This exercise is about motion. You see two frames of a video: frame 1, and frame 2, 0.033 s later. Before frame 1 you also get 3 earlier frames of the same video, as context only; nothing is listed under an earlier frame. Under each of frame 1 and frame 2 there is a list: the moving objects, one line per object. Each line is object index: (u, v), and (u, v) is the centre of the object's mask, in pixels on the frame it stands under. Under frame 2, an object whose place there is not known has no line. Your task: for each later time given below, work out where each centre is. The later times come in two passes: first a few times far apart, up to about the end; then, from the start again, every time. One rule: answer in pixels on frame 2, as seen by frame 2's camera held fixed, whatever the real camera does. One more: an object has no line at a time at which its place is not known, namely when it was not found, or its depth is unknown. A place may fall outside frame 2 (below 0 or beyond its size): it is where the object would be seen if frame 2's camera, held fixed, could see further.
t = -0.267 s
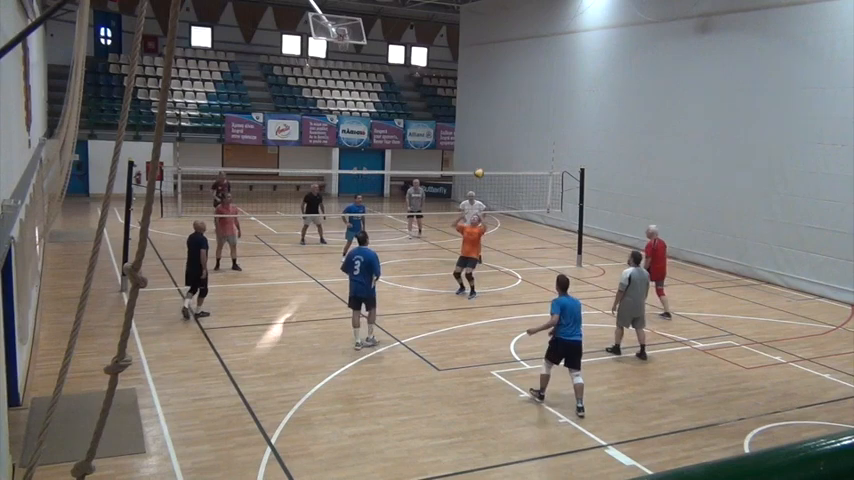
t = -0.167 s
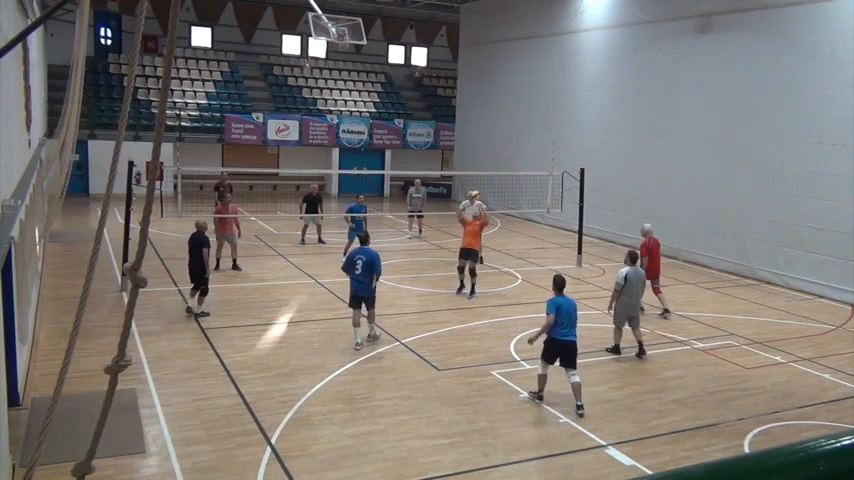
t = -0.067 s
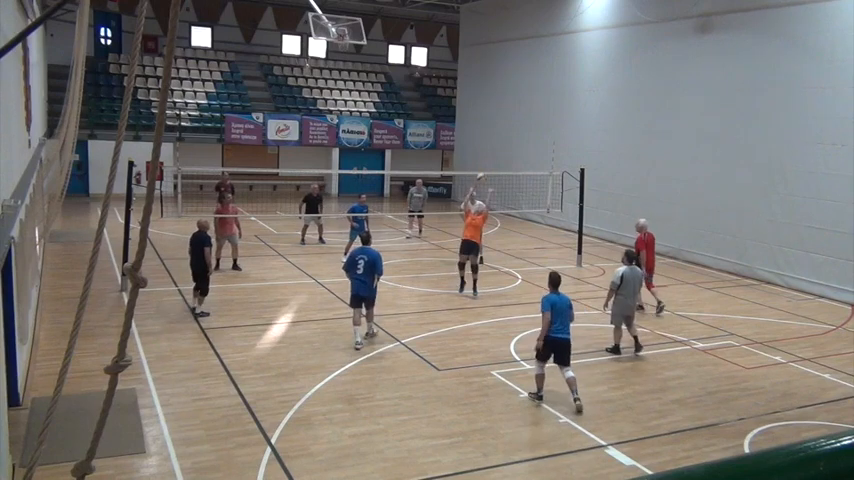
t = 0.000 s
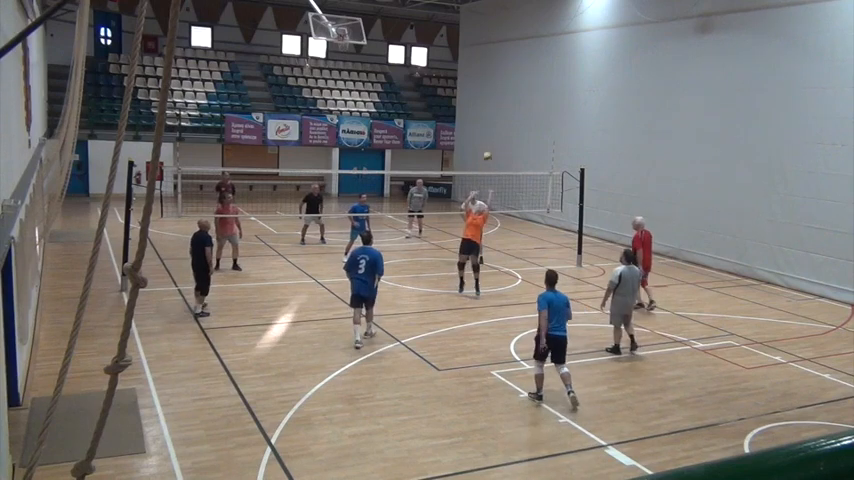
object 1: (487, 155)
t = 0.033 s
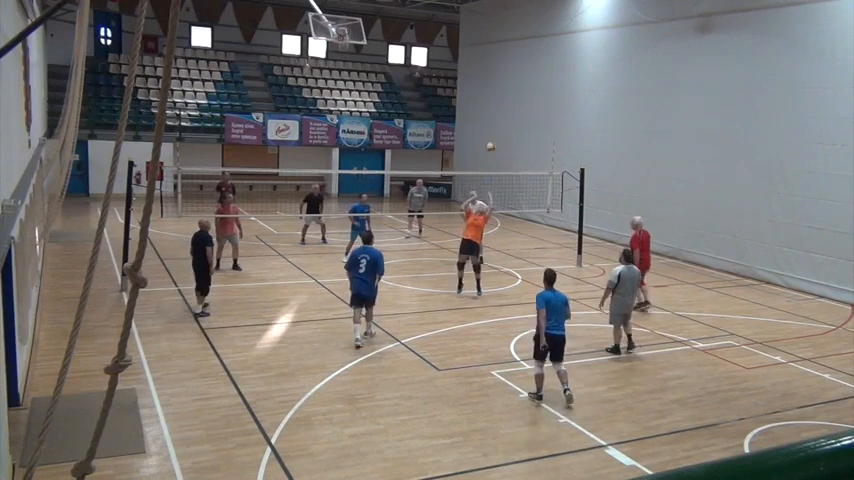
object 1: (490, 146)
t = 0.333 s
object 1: (515, 86)
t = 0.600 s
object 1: (533, 70)
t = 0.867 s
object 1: (548, 86)
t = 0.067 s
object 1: (493, 137)
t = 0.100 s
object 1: (496, 129)
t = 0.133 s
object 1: (500, 121)
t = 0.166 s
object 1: (502, 114)
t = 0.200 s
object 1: (505, 107)
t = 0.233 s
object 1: (507, 102)
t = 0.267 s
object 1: (510, 96)
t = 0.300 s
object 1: (513, 91)
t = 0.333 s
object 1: (515, 86)
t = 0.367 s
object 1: (517, 82)
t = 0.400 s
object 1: (520, 79)
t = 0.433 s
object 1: (522, 76)
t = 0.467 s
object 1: (524, 74)
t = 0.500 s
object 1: (527, 73)
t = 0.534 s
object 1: (529, 71)
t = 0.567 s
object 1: (531, 70)
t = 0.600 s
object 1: (533, 70)
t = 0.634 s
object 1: (536, 70)
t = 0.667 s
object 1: (538, 70)
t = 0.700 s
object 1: (540, 72)
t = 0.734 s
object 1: (542, 74)
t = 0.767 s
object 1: (543, 77)
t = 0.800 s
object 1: (545, 80)
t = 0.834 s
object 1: (547, 83)
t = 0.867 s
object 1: (548, 86)
